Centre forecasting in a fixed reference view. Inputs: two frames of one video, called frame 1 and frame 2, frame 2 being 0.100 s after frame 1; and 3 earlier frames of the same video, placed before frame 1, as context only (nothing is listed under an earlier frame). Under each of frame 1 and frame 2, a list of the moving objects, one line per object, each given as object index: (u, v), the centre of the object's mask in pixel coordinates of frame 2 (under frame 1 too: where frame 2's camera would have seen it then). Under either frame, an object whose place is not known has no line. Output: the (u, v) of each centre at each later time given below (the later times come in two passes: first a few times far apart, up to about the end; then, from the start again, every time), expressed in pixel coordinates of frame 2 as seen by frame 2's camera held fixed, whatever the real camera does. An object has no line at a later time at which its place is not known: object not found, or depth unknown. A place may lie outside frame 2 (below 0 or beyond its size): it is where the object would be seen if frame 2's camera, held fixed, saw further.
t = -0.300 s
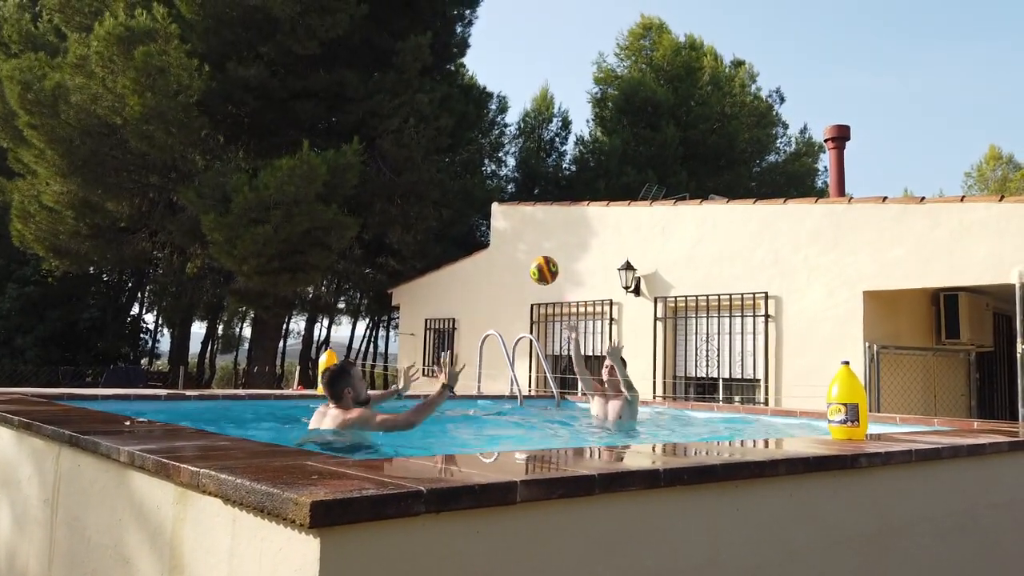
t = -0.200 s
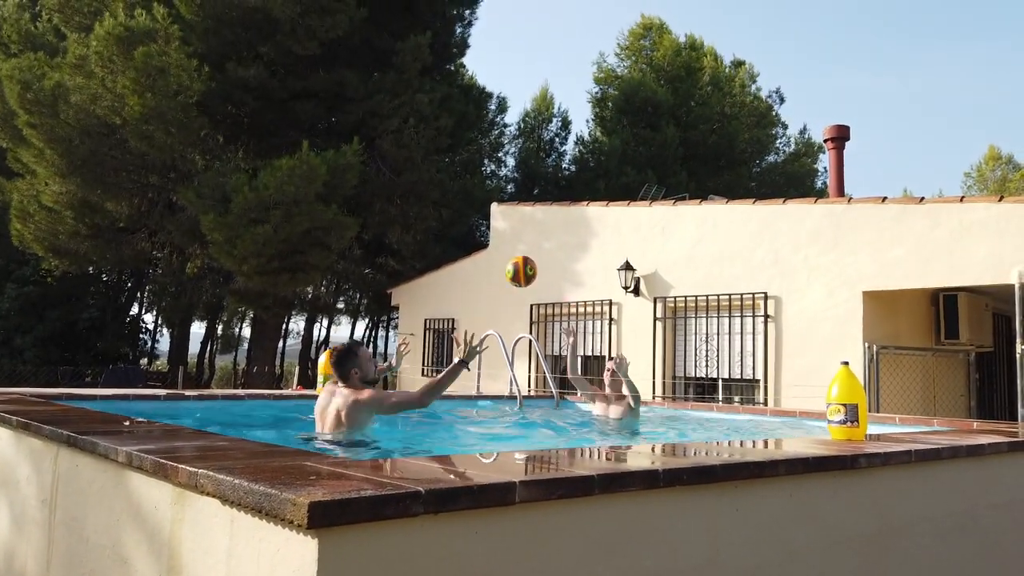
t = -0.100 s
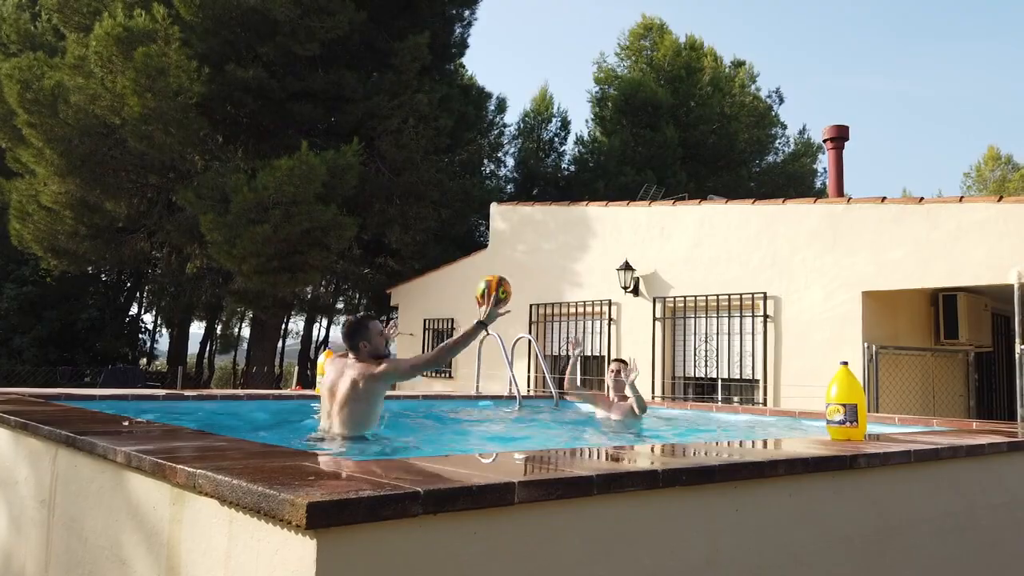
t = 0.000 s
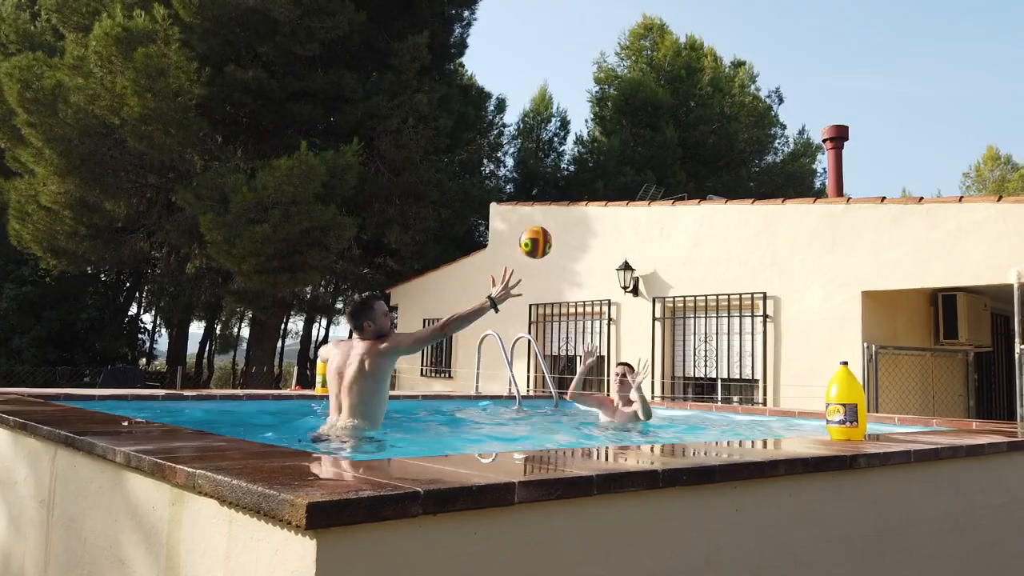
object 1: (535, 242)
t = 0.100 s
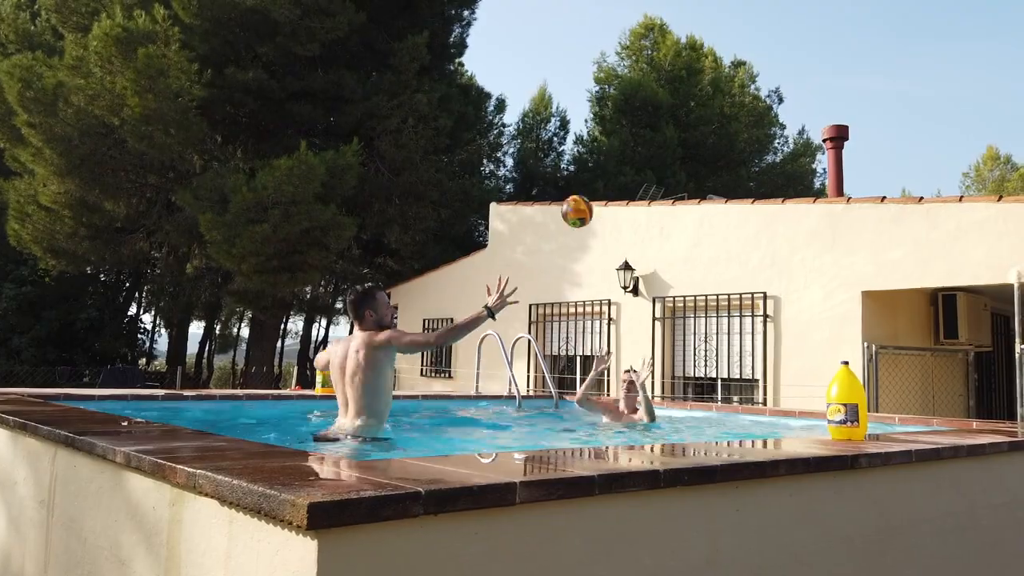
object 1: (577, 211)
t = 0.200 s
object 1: (614, 200)
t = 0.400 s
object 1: (680, 228)
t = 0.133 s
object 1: (590, 205)
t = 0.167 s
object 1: (602, 201)
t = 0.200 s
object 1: (614, 200)
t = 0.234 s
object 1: (626, 200)
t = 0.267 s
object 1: (637, 202)
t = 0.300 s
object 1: (648, 206)
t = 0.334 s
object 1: (659, 212)
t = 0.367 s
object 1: (669, 219)
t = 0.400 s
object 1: (680, 228)
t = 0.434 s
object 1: (689, 239)
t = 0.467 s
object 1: (699, 251)
